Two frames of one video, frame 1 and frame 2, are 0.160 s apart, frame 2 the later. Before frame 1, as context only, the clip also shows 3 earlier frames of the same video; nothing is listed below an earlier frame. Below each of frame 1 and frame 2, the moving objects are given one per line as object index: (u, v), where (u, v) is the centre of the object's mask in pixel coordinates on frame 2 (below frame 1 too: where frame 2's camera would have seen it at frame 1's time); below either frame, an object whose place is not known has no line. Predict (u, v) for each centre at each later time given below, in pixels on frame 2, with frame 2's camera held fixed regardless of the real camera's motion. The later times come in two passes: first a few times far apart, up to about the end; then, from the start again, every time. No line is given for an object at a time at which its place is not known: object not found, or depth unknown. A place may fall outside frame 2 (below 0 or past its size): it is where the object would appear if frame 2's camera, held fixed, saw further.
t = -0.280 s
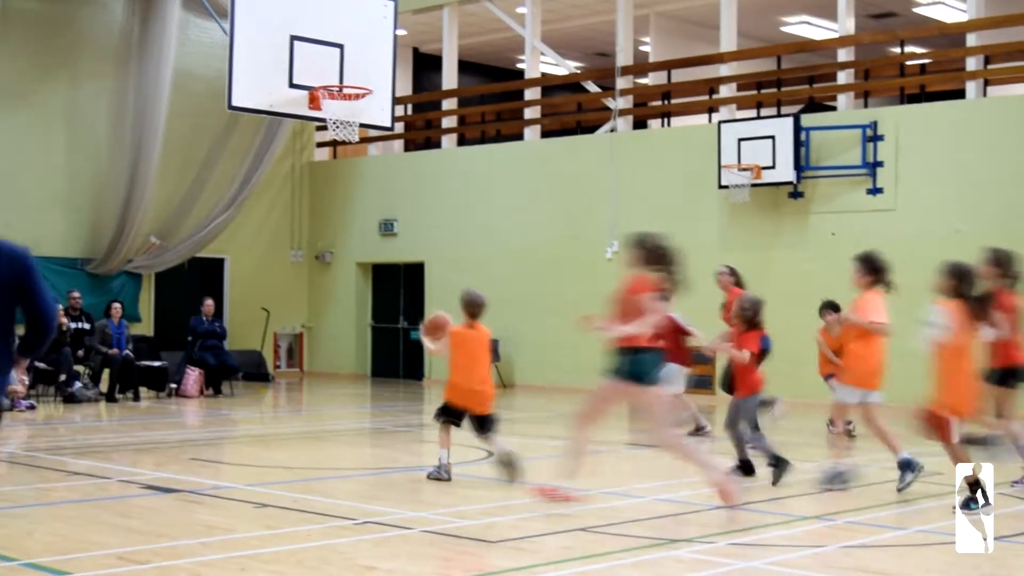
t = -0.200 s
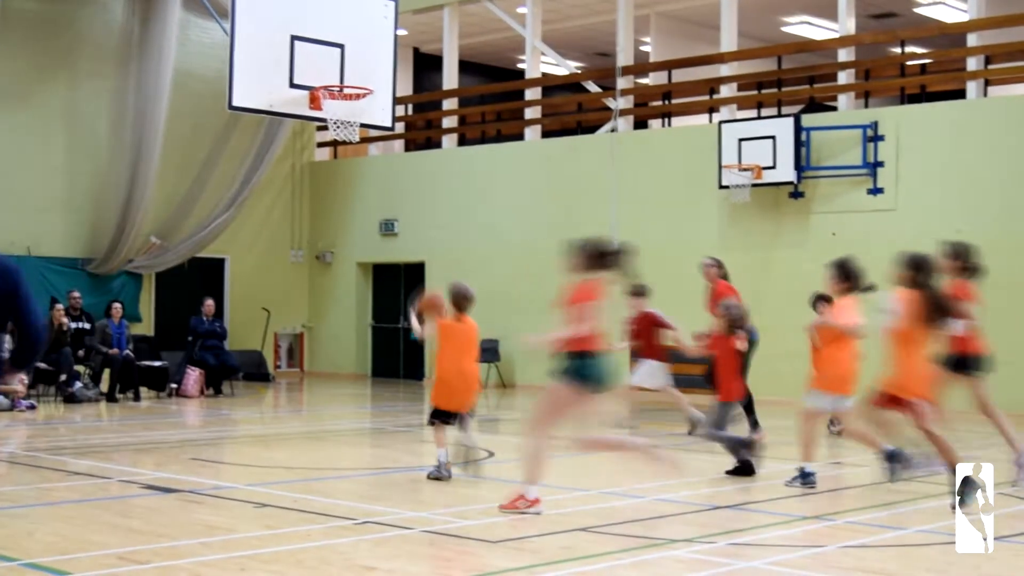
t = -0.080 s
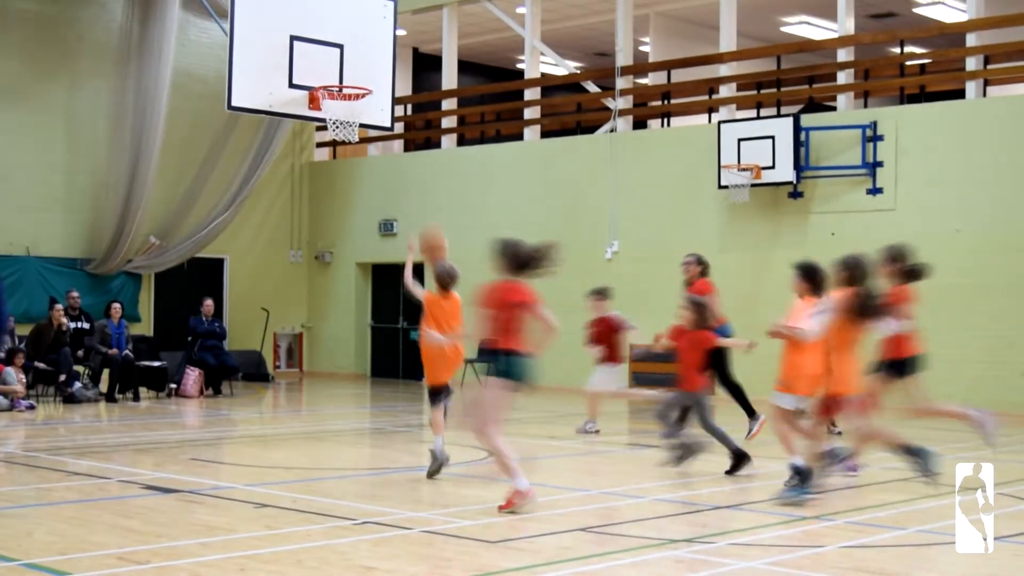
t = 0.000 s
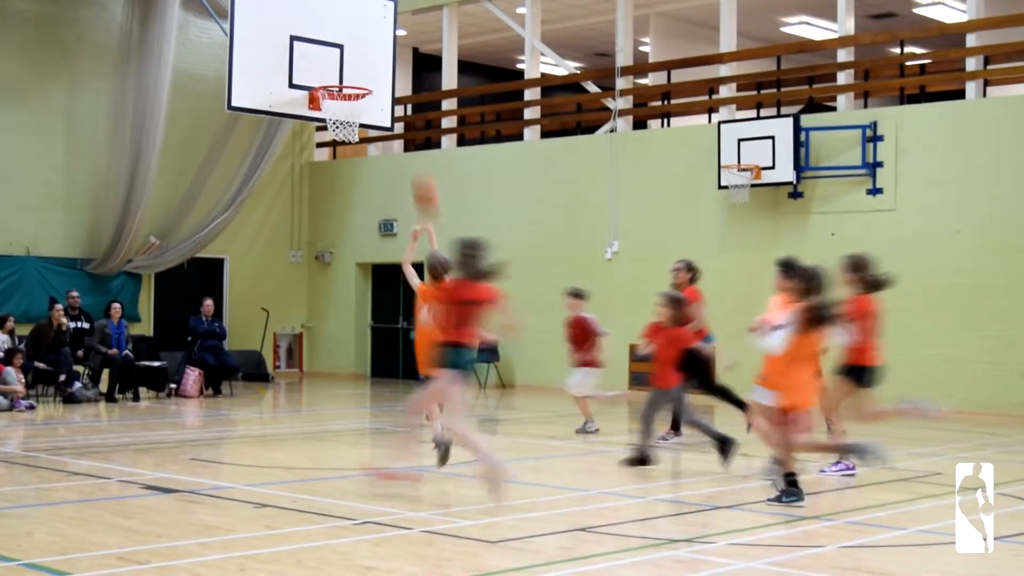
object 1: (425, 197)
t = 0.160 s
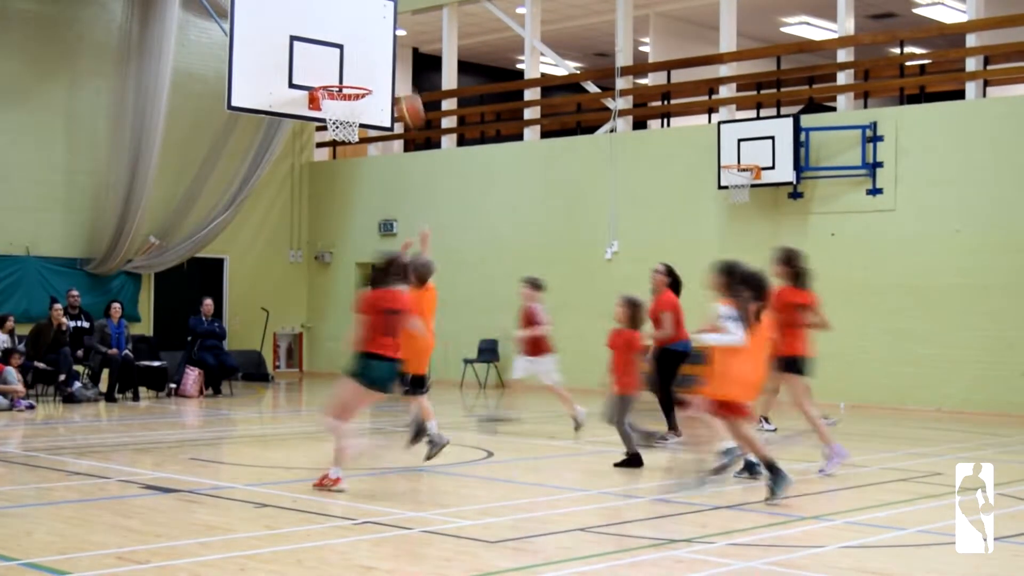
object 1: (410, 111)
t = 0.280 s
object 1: (395, 69)
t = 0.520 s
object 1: (368, 47)
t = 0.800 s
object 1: (338, 106)
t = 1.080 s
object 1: (340, 154)
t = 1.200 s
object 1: (340, 196)
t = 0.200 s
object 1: (405, 92)
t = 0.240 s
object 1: (399, 79)
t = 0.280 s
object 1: (395, 69)
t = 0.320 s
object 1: (390, 60)
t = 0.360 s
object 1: (386, 54)
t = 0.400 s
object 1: (381, 48)
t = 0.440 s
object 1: (376, 46)
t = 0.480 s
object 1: (372, 45)
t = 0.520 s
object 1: (368, 47)
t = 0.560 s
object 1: (364, 50)
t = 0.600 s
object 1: (360, 55)
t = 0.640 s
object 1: (356, 61)
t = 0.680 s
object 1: (351, 71)
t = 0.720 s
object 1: (347, 77)
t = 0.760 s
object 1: (343, 96)
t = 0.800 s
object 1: (338, 106)
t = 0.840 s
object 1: (335, 117)
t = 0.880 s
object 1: (336, 123)
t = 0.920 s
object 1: (337, 125)
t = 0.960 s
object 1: (337, 130)
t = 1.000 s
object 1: (338, 134)
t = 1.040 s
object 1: (339, 143)
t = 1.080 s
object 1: (340, 154)
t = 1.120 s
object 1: (341, 164)
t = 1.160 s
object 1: (341, 178)
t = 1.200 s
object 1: (340, 196)
